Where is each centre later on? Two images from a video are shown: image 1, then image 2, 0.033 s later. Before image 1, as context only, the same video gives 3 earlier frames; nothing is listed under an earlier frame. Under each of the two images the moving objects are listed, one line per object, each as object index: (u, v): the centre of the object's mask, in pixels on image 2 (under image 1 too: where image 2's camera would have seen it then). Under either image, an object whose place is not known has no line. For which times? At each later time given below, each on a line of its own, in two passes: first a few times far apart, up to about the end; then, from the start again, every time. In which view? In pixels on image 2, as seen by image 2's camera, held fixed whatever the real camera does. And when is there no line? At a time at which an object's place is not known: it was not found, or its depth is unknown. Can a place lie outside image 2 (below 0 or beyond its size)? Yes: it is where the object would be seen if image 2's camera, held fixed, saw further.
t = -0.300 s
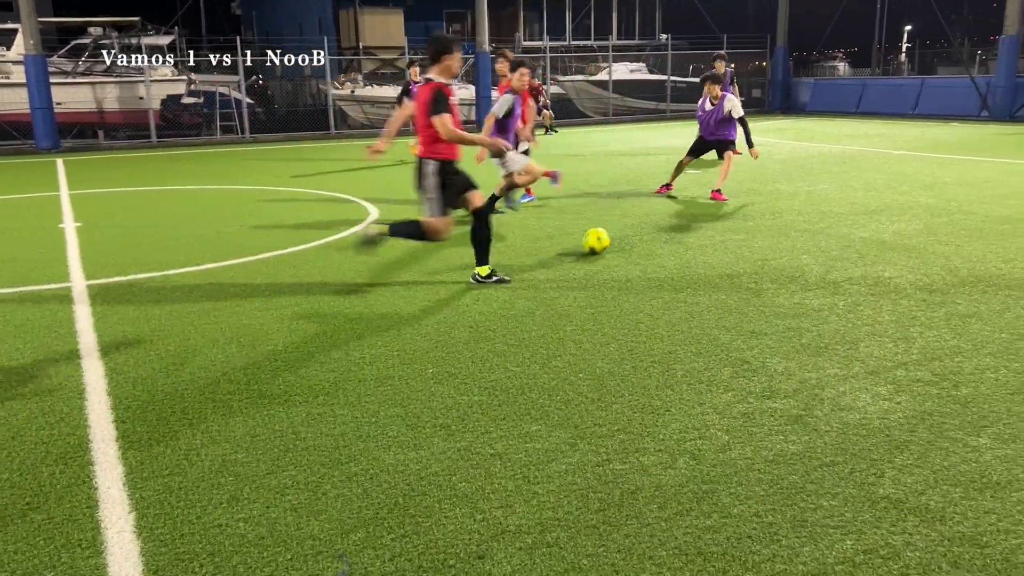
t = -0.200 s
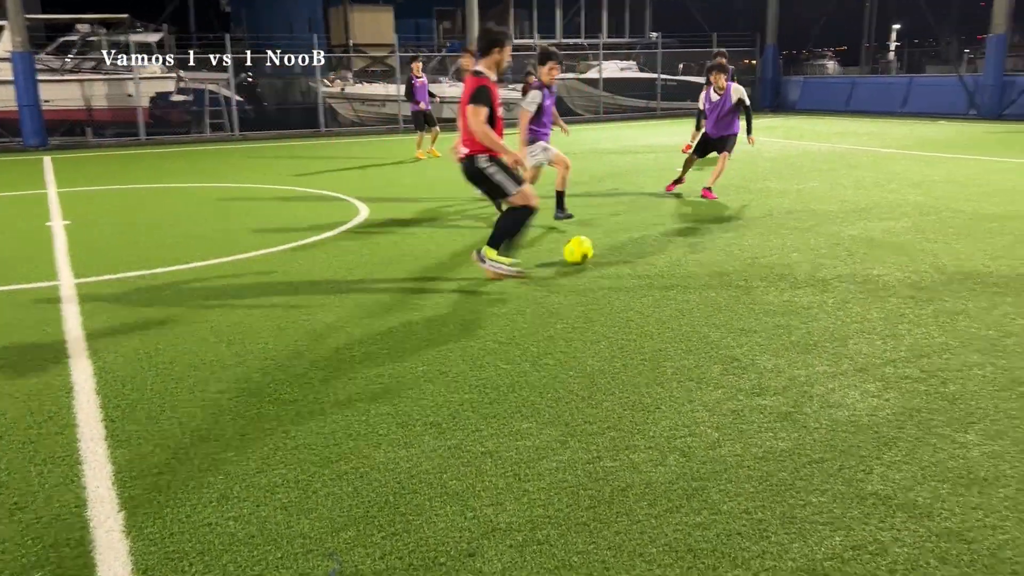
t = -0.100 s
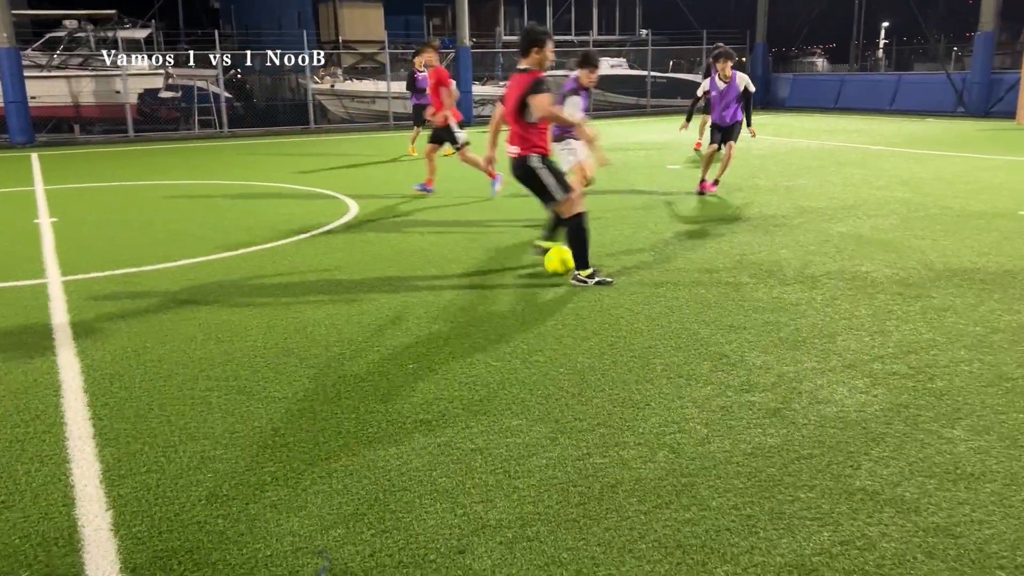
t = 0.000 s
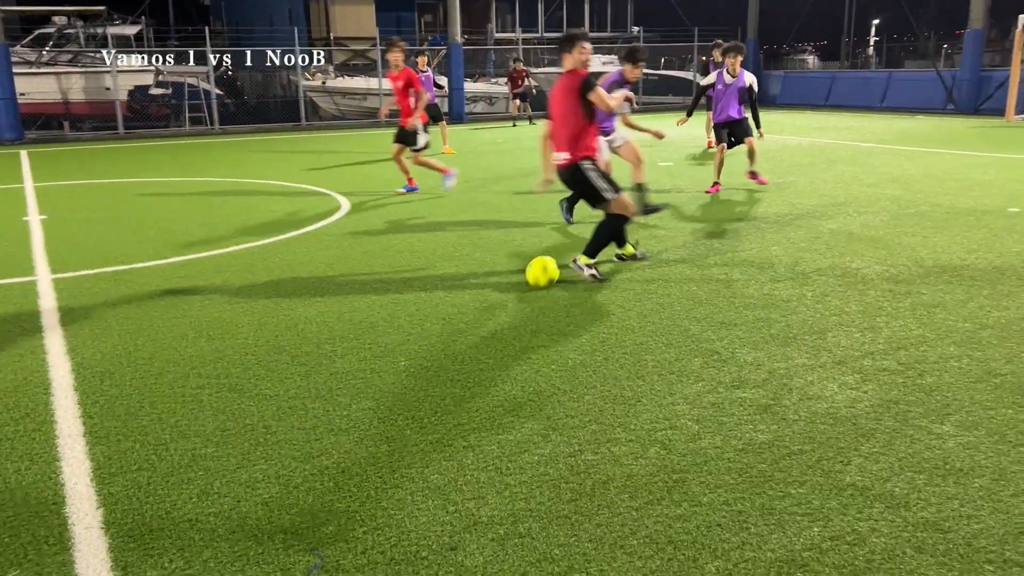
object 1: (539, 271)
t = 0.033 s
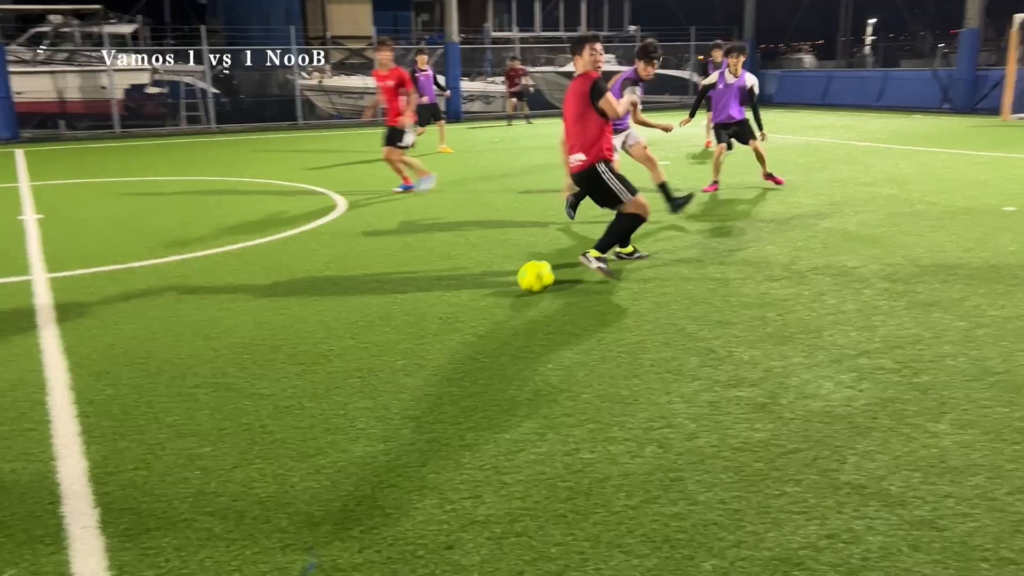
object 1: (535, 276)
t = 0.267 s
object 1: (507, 320)
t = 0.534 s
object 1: (458, 396)
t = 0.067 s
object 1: (532, 282)
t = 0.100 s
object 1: (528, 288)
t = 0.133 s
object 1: (525, 294)
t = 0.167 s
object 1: (520, 300)
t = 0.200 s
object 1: (516, 307)
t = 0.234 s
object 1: (511, 313)
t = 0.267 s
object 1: (507, 320)
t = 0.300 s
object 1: (502, 329)
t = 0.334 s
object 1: (496, 337)
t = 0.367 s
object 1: (491, 346)
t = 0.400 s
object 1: (485, 353)
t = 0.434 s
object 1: (479, 362)
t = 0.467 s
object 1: (472, 374)
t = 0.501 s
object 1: (465, 385)
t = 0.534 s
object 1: (458, 396)
